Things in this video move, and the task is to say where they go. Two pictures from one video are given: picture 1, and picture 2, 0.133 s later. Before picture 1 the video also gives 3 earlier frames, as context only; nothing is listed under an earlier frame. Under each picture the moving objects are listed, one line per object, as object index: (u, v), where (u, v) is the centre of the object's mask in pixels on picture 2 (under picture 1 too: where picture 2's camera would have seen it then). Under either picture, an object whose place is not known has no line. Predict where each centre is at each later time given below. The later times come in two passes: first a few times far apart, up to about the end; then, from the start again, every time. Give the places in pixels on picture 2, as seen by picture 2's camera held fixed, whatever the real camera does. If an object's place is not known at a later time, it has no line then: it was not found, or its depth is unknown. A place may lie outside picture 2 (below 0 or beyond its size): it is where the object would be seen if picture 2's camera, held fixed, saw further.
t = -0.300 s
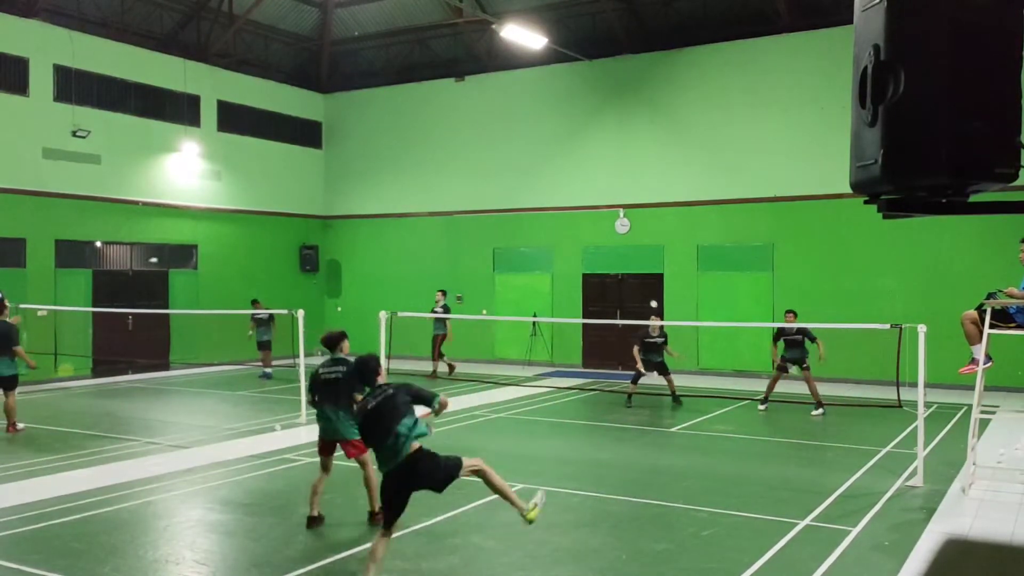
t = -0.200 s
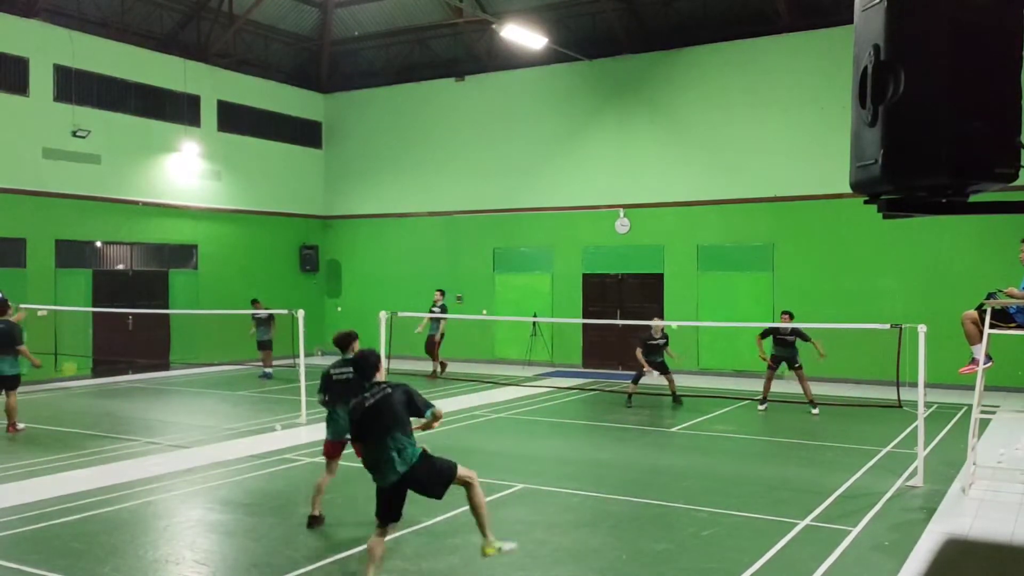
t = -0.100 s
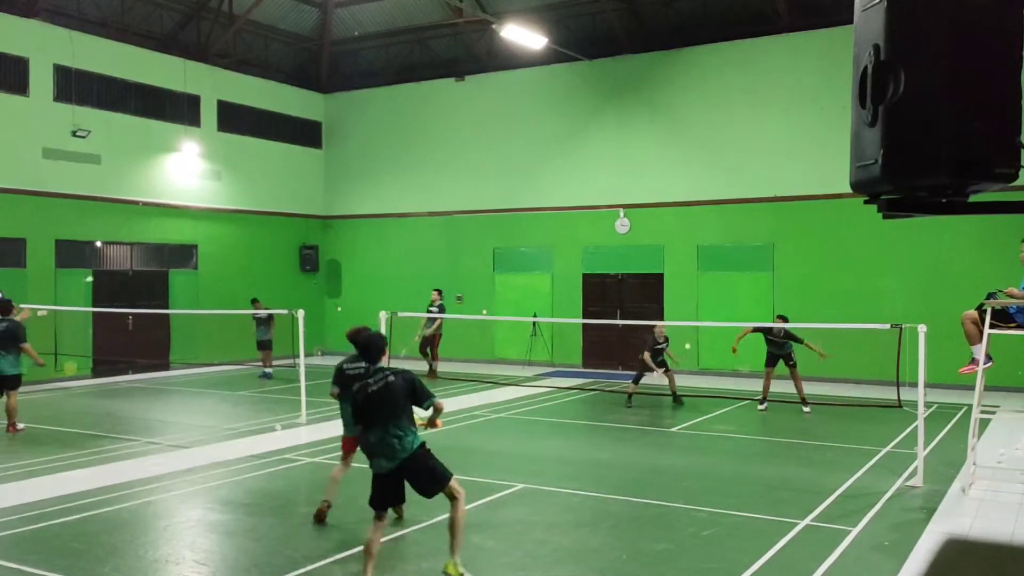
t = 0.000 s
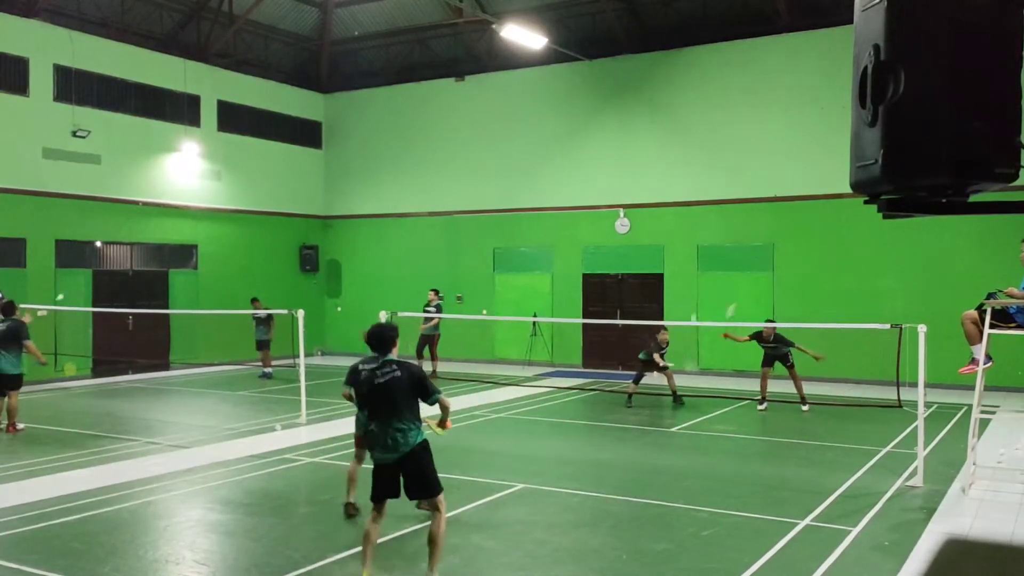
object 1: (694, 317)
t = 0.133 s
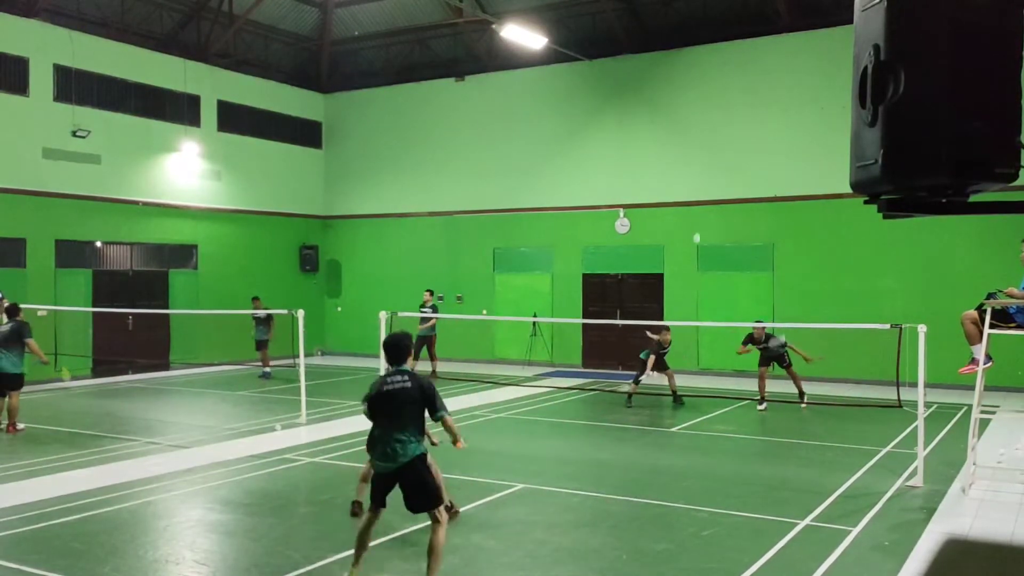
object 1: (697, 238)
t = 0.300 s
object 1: (699, 170)
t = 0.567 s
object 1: (698, 126)
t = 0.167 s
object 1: (697, 222)
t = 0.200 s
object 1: (697, 207)
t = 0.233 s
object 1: (698, 194)
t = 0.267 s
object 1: (698, 182)
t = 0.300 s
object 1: (699, 170)
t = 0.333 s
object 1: (698, 161)
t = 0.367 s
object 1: (698, 153)
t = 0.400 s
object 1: (699, 145)
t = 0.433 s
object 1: (698, 139)
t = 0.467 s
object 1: (698, 134)
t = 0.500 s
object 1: (698, 130)
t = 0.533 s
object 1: (698, 127)
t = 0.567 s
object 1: (698, 126)
